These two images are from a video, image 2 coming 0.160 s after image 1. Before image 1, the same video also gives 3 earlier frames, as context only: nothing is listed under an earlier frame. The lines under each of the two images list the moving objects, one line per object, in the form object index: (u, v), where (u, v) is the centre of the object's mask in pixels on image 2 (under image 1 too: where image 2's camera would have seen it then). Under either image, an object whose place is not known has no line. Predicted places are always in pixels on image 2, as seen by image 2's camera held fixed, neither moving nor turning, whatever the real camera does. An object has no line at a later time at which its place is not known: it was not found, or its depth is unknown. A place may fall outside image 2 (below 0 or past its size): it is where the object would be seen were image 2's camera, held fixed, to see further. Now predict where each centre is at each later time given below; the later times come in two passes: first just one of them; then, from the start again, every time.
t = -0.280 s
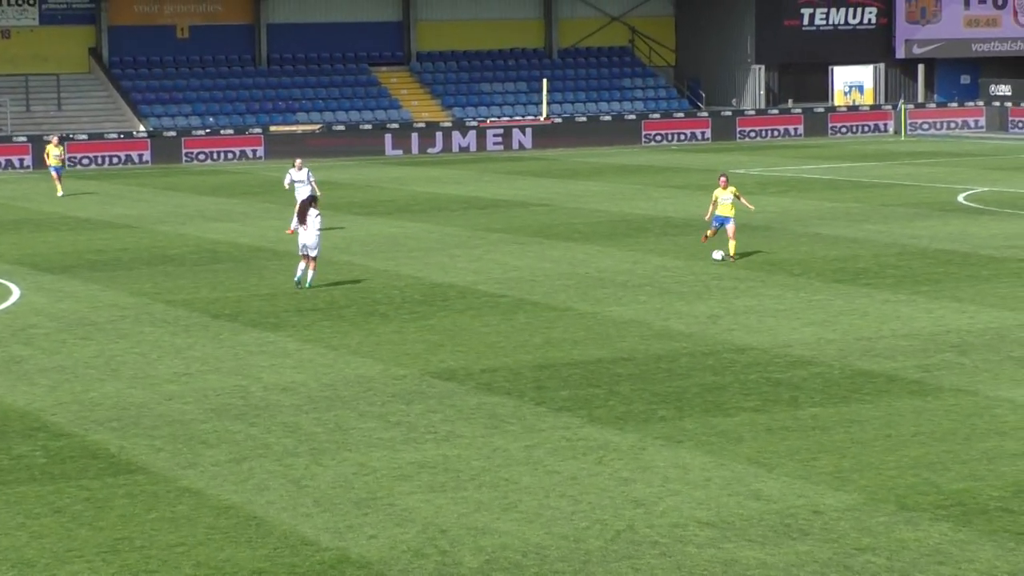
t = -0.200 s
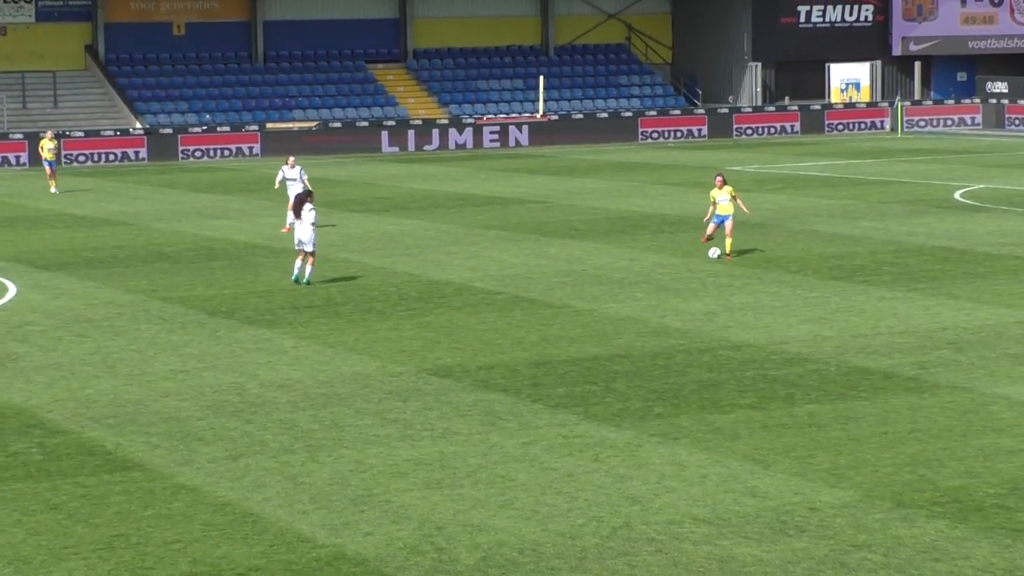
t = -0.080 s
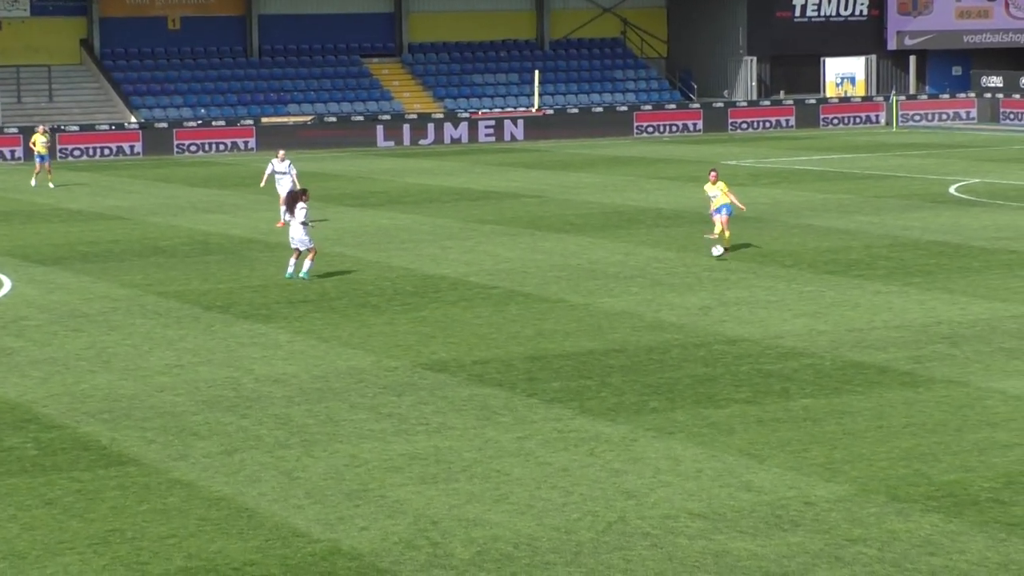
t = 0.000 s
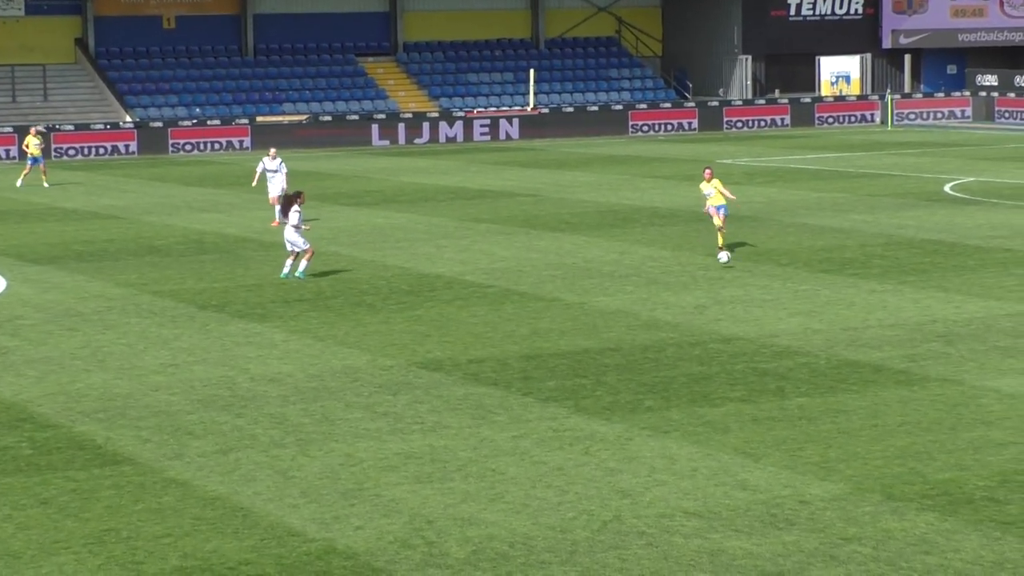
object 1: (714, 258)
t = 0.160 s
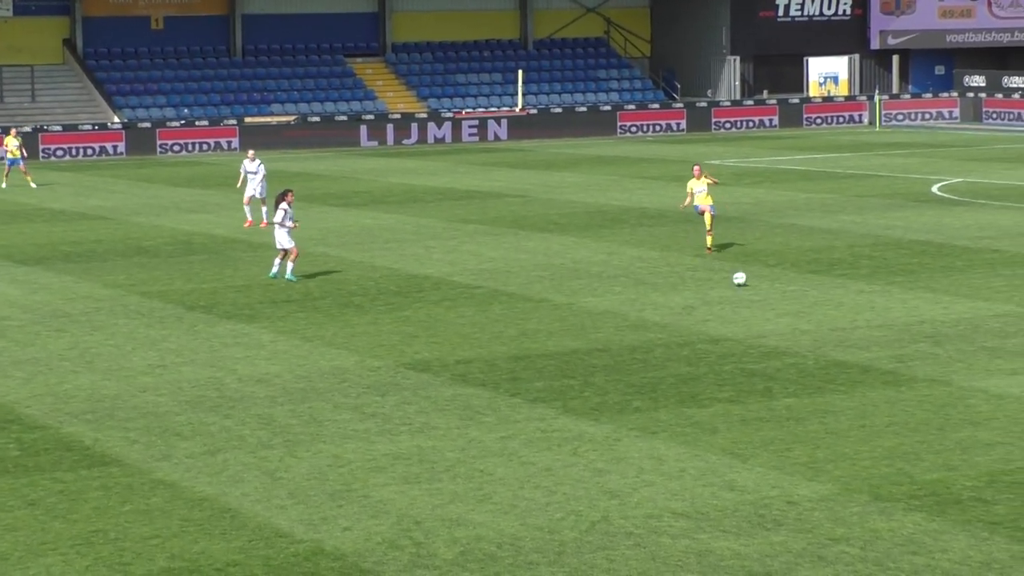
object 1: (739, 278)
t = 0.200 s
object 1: (747, 281)
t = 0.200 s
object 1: (747, 281)
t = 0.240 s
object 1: (754, 284)
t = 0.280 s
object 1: (761, 289)
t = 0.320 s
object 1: (769, 296)
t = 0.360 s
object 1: (776, 300)
